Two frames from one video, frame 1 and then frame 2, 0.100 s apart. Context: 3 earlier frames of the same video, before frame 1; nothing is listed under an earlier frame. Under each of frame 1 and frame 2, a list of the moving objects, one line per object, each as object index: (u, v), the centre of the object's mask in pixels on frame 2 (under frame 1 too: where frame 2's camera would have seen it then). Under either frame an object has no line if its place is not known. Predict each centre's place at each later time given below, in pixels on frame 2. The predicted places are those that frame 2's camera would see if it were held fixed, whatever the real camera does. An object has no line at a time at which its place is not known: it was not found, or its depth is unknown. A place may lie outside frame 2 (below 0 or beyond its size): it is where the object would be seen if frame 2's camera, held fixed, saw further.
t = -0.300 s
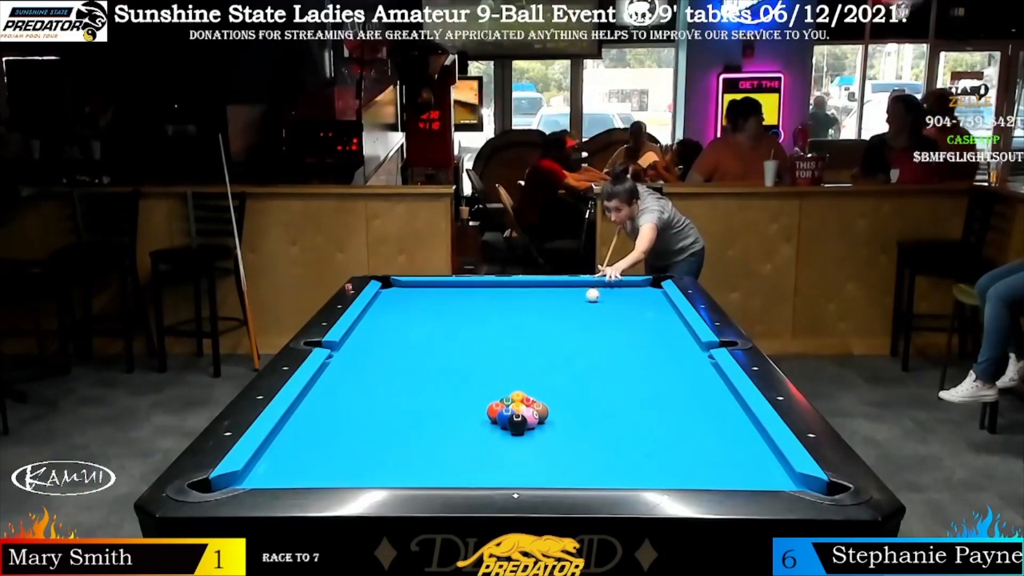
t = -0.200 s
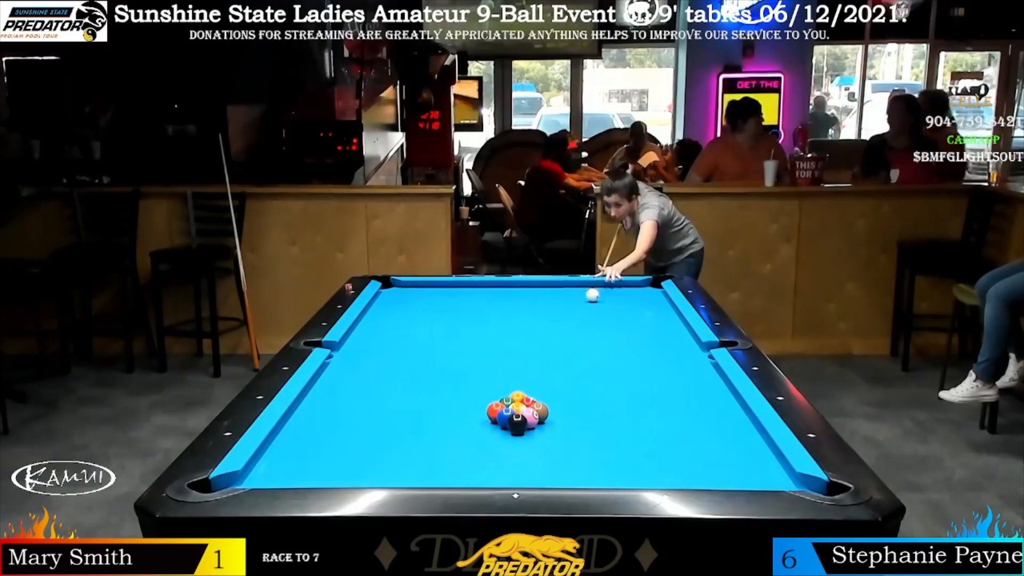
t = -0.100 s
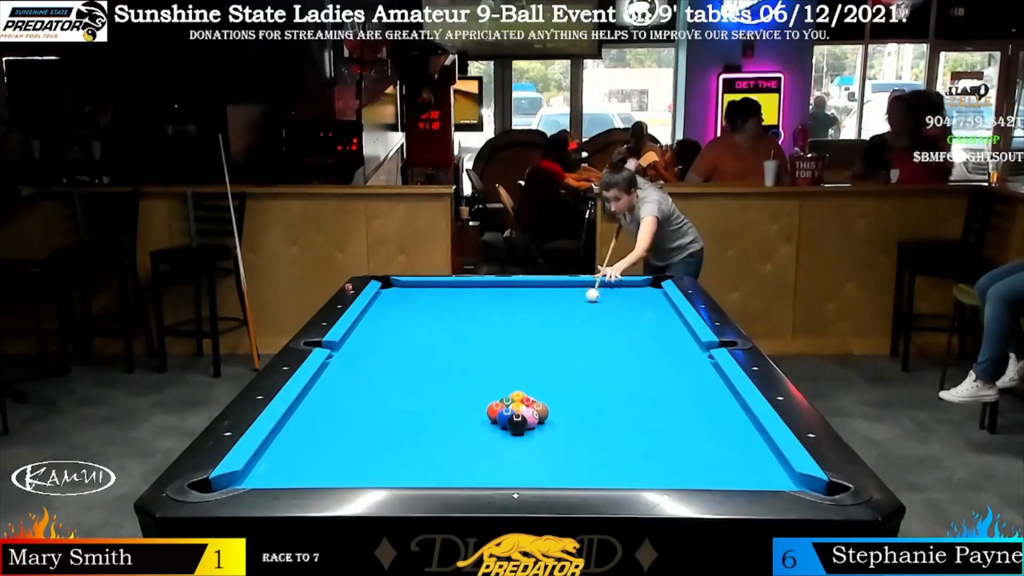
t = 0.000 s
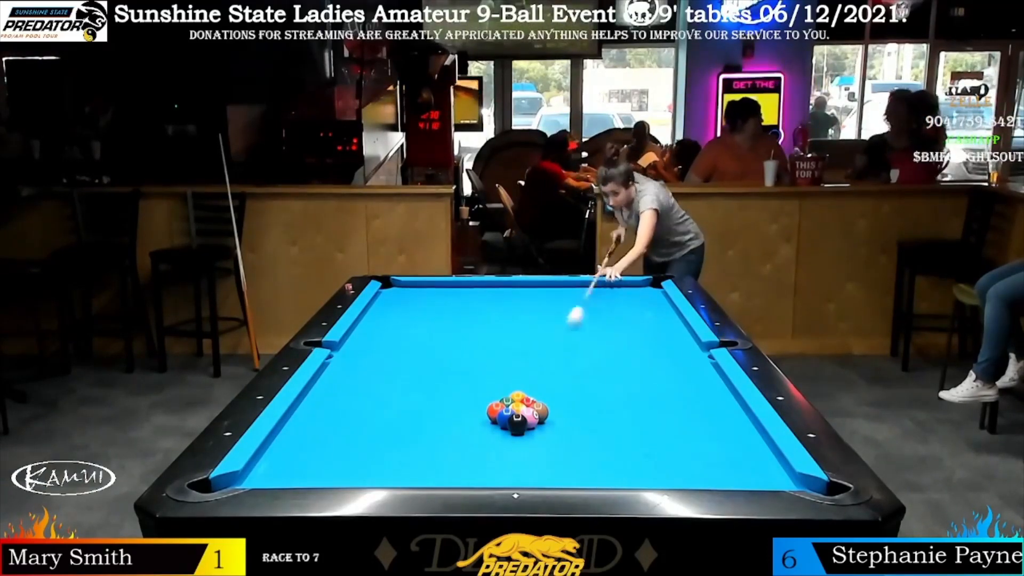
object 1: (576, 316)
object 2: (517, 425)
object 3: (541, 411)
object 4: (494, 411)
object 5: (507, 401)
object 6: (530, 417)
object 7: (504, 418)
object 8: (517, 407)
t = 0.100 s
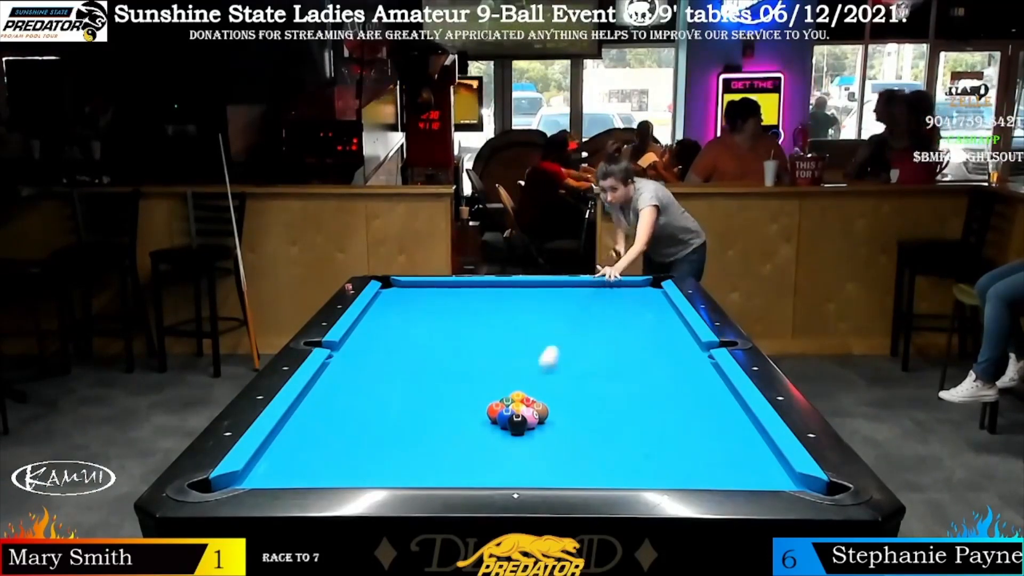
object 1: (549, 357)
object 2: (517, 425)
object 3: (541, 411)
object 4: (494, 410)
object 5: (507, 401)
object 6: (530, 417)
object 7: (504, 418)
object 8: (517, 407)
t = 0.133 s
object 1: (538, 374)
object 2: (517, 425)
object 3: (541, 411)
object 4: (494, 411)
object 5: (507, 401)
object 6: (530, 417)
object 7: (504, 418)
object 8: (517, 407)
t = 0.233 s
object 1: (545, 393)
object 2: (535, 440)
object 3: (576, 420)
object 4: (417, 427)
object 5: (499, 404)
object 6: (527, 421)
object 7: (503, 421)
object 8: (516, 413)
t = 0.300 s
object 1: (565, 394)
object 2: (555, 456)
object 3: (613, 426)
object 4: (332, 442)
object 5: (492, 405)
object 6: (527, 424)
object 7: (500, 423)
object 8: (515, 416)
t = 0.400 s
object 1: (591, 394)
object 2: (583, 475)
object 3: (663, 435)
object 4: (297, 458)
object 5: (482, 406)
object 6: (527, 429)
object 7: (495, 427)
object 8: (514, 420)
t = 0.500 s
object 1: (613, 396)
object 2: (599, 468)
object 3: (716, 445)
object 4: (369, 467)
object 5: (472, 406)
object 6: (527, 434)
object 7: (491, 430)
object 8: (512, 424)
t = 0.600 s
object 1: (635, 397)
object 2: (612, 455)
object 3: (770, 455)
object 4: (438, 473)
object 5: (462, 405)
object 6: (526, 439)
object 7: (486, 433)
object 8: (511, 428)
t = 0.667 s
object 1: (650, 398)
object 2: (620, 446)
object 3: (751, 459)
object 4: (484, 474)
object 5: (456, 405)
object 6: (526, 442)
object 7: (483, 435)
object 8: (510, 431)
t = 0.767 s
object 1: (672, 399)
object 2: (632, 434)
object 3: (722, 463)
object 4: (547, 470)
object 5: (447, 405)
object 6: (525, 447)
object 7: (478, 439)
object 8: (509, 435)
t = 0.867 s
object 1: (694, 401)
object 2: (642, 423)
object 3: (692, 467)
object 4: (609, 467)
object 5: (438, 405)
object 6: (525, 452)
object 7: (473, 442)
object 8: (508, 439)
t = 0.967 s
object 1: (716, 402)
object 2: (652, 413)
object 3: (676, 472)
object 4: (656, 459)
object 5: (429, 404)
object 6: (524, 457)
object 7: (468, 445)
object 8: (507, 442)
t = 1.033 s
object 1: (730, 403)
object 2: (659, 406)
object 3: (680, 477)
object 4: (669, 450)
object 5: (424, 404)
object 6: (524, 461)
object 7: (465, 447)
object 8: (506, 445)
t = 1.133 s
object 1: (727, 403)
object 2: (668, 398)
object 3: (670, 472)
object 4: (693, 438)
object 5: (415, 403)
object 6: (523, 466)
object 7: (461, 450)
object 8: (504, 448)
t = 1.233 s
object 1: (714, 402)
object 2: (676, 389)
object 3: (660, 466)
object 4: (714, 427)
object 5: (407, 403)
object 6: (523, 470)
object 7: (456, 453)
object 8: (502, 451)
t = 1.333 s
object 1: (702, 401)
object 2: (684, 381)
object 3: (651, 458)
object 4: (734, 417)
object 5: (400, 403)
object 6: (522, 472)
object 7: (452, 456)
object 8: (502, 455)
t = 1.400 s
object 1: (694, 400)
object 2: (689, 376)
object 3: (645, 453)
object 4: (737, 410)
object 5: (395, 402)
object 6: (522, 474)
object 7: (449, 458)
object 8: (501, 457)
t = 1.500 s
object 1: (682, 399)
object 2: (696, 369)
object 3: (637, 446)
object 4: (712, 398)
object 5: (388, 402)
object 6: (521, 474)
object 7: (444, 460)
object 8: (500, 460)
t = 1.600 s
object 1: (670, 399)
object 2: (703, 362)
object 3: (629, 439)
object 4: (691, 387)
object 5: (381, 402)
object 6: (521, 472)
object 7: (440, 463)
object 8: (499, 464)
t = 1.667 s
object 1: (663, 398)
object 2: (703, 358)
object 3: (624, 435)
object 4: (678, 381)
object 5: (376, 402)
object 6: (520, 471)
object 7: (437, 465)
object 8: (498, 466)
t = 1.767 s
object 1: (653, 397)
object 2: (694, 353)
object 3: (616, 429)
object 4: (660, 371)
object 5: (370, 402)
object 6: (520, 469)
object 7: (433, 467)
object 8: (497, 468)
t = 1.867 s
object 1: (642, 396)
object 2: (686, 349)
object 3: (609, 423)
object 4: (642, 363)
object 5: (364, 401)
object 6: (522, 468)
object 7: (429, 469)
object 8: (493, 469)
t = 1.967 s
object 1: (633, 396)
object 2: (678, 344)
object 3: (603, 418)
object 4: (626, 355)
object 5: (358, 401)
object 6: (524, 466)
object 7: (426, 470)
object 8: (489, 471)
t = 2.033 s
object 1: (626, 395)
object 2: (673, 341)
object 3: (599, 414)
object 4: (616, 350)
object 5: (354, 401)
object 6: (526, 465)
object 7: (423, 471)
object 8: (487, 471)
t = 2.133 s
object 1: (617, 394)
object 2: (665, 337)
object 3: (592, 409)
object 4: (602, 343)
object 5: (348, 401)
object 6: (527, 463)
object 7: (420, 472)
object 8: (483, 473)
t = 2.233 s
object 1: (609, 394)
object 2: (658, 333)
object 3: (587, 404)
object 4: (588, 337)
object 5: (343, 401)
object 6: (529, 461)
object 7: (416, 473)
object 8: (480, 474)
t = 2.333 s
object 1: (600, 393)
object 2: (651, 330)
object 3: (581, 400)
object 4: (576, 330)
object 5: (338, 401)
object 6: (531, 460)
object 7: (413, 474)
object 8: (477, 475)
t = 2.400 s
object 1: (595, 392)
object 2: (647, 328)
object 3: (578, 397)
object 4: (567, 327)
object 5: (335, 401)
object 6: (532, 459)
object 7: (411, 475)
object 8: (475, 475)
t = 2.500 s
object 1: (590, 391)
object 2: (640, 324)
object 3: (569, 393)
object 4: (556, 321)
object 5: (330, 401)
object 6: (533, 457)
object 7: (409, 475)
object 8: (473, 474)
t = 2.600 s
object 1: (587, 389)
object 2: (634, 321)
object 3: (561, 388)
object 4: (545, 315)
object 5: (326, 401)
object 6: (535, 456)
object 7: (408, 474)
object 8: (472, 473)
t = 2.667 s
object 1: (585, 388)
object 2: (630, 319)
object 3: (554, 386)
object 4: (538, 313)
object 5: (324, 401)
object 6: (535, 456)
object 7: (408, 474)
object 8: (471, 473)
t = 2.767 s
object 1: (582, 386)
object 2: (625, 316)
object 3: (544, 386)
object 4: (528, 308)
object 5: (320, 401)
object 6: (537, 455)
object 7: (407, 474)
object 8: (470, 473)
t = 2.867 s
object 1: (580, 385)
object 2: (620, 313)
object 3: (536, 385)
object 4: (519, 303)
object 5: (316, 400)
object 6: (538, 454)
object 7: (405, 473)
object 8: (469, 473)
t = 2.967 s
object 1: (578, 383)
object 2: (614, 311)
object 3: (527, 382)
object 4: (510, 299)
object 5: (313, 400)
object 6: (539, 453)
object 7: (405, 473)
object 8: (469, 472)
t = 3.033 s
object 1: (576, 382)
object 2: (611, 309)
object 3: (522, 381)
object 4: (505, 296)
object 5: (311, 400)
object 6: (539, 453)
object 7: (404, 473)
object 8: (468, 472)
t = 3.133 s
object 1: (574, 381)
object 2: (606, 306)
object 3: (515, 379)
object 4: (497, 292)
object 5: (308, 400)
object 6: (540, 452)
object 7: (403, 473)
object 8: (467, 472)
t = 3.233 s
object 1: (571, 380)
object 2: (601, 304)
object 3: (507, 377)
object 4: (488, 288)
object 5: (306, 400)
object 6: (540, 452)
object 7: (403, 472)
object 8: (467, 472)
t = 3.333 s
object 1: (569, 379)
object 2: (597, 302)
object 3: (500, 375)
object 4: (481, 284)
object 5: (307, 400)
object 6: (540, 452)
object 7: (403, 472)
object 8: (466, 472)
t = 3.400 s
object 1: (568, 378)
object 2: (594, 300)
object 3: (496, 374)
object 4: (476, 283)
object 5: (308, 399)
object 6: (540, 451)
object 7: (403, 472)
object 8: (466, 471)
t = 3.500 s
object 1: (566, 377)
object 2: (589, 298)
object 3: (489, 372)
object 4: (466, 286)
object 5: (308, 399)
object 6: (540, 451)
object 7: (403, 472)
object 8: (466, 471)
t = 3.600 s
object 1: (565, 376)
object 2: (585, 296)
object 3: (483, 370)
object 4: (456, 288)
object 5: (309, 399)
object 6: (540, 451)
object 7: (404, 472)
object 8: (466, 471)
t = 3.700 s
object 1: (563, 375)
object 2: (581, 294)
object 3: (476, 368)
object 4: (446, 290)
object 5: (309, 399)
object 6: (540, 451)
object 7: (404, 472)
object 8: (466, 472)
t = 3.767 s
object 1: (562, 374)
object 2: (579, 293)
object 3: (473, 367)
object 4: (439, 292)
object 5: (309, 399)
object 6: (540, 451)
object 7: (404, 472)
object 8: (466, 472)
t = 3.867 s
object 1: (560, 374)
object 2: (575, 291)
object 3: (467, 366)
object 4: (429, 294)
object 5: (309, 399)
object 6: (540, 451)
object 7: (404, 472)
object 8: (466, 472)
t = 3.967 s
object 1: (560, 373)
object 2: (572, 289)
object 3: (461, 364)
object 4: (419, 297)
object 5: (309, 399)
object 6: (540, 451)
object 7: (404, 472)
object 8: (466, 472)
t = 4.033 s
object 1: (559, 373)
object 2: (569, 288)
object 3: (457, 363)
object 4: (412, 298)
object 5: (309, 399)
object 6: (540, 451)
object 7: (404, 472)
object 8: (466, 472)
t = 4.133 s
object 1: (558, 372)
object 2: (566, 287)
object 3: (452, 362)
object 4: (401, 301)
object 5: (309, 399)
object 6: (540, 451)
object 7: (404, 472)
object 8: (466, 472)
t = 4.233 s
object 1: (557, 371)
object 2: (563, 285)
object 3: (447, 361)
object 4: (390, 303)
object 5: (309, 399)
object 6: (540, 451)
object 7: (404, 472)
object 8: (466, 472)
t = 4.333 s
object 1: (557, 371)
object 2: (560, 284)
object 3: (443, 359)
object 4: (379, 306)
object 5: (309, 399)
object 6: (540, 451)
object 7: (404, 472)
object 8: (466, 472)
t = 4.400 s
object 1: (556, 371)
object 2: (559, 284)
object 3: (440, 358)
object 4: (372, 308)
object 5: (309, 399)
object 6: (540, 451)
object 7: (404, 472)
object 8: (466, 472)
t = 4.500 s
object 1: (556, 370)
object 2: (557, 285)
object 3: (435, 357)
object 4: (375, 309)
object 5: (309, 399)
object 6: (540, 451)
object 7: (404, 472)
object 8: (466, 472)
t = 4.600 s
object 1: (556, 370)
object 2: (555, 286)
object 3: (431, 356)
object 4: (379, 312)
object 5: (309, 399)
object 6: (540, 451)
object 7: (404, 472)
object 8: (466, 472)
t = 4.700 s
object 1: (555, 370)
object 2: (553, 287)
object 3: (427, 355)
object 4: (383, 314)
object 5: (309, 399)
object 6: (540, 451)
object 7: (404, 472)
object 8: (466, 472)
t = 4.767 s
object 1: (555, 370)
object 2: (552, 288)
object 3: (425, 355)
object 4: (386, 315)
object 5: (309, 399)
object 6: (540, 451)
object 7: (404, 472)
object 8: (466, 472)
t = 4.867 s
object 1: (556, 370)
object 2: (551, 289)
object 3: (421, 354)
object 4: (390, 317)
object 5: (309, 399)
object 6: (540, 451)
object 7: (404, 472)
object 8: (466, 472)
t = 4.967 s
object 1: (556, 370)
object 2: (549, 289)
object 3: (418, 353)
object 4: (394, 318)
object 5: (309, 399)
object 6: (540, 451)
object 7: (404, 472)
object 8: (466, 472)
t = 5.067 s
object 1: (556, 370)
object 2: (547, 291)
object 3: (414, 352)
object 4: (398, 321)
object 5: (309, 399)
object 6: (540, 451)
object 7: (404, 472)
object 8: (466, 472)
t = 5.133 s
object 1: (556, 370)
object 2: (546, 291)
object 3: (412, 351)
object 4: (401, 322)
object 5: (309, 399)
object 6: (540, 451)
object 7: (404, 472)
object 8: (466, 472)
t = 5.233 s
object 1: (556, 370)
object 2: (545, 292)
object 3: (409, 350)
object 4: (405, 324)
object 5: (309, 399)
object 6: (540, 451)
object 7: (404, 472)
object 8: (466, 472)
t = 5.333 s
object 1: (556, 370)
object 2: (543, 293)
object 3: (407, 350)
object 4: (409, 326)
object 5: (309, 399)
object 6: (540, 451)
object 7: (404, 472)
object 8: (466, 472)
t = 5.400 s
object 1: (556, 370)
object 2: (542, 294)
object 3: (405, 349)
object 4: (412, 327)
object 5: (309, 399)
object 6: (540, 451)
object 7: (404, 472)
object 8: (466, 472)
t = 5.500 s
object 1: (556, 370)
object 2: (541, 295)
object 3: (402, 349)
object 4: (416, 329)
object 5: (309, 399)
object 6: (540, 451)
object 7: (404, 472)
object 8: (466, 472)
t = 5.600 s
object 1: (556, 370)
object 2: (540, 295)
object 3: (400, 348)
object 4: (420, 330)
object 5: (309, 399)
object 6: (540, 451)
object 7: (404, 472)
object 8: (466, 472)
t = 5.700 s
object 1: (556, 370)
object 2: (538, 296)
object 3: (397, 348)
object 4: (424, 332)
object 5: (309, 399)
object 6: (540, 451)
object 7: (404, 472)
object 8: (466, 472)
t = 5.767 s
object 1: (556, 370)
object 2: (537, 296)
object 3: (396, 347)
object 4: (426, 333)
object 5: (309, 399)
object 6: (540, 451)
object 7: (404, 472)
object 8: (466, 472)
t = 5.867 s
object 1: (556, 370)
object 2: (536, 297)
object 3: (394, 347)
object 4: (430, 335)
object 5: (309, 399)
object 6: (540, 451)
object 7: (404, 472)
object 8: (466, 472)
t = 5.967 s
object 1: (556, 370)
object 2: (535, 298)
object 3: (392, 346)
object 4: (434, 337)
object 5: (309, 399)
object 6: (540, 451)
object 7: (404, 472)
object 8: (466, 472)
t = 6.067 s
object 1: (556, 370)
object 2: (534, 298)
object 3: (391, 346)
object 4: (438, 339)
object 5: (309, 399)
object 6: (540, 451)
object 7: (404, 472)
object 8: (466, 472)
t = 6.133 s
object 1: (556, 370)
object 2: (533, 299)
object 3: (390, 346)
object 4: (441, 339)
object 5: (310, 399)
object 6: (540, 451)
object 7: (404, 472)
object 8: (466, 472)
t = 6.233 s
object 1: (556, 370)
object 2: (532, 299)
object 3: (388, 345)
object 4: (445, 341)
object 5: (309, 399)
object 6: (540, 451)
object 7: (404, 472)
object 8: (466, 472)
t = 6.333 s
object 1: (556, 370)
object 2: (531, 300)
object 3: (387, 345)
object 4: (448, 343)
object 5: (309, 399)
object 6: (540, 451)
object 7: (404, 472)
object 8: (466, 472)
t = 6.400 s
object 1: (556, 370)
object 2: (531, 300)
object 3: (387, 345)
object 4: (451, 344)
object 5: (309, 399)
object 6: (540, 451)
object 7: (404, 472)
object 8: (466, 472)
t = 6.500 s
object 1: (556, 370)
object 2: (530, 301)
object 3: (386, 345)
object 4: (454, 346)
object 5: (309, 399)
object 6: (540, 451)
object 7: (404, 472)
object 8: (466, 472)
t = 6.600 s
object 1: (556, 370)
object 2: (529, 301)
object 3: (385, 345)
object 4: (458, 347)
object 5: (309, 399)
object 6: (540, 451)
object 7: (404, 472)
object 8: (466, 472)
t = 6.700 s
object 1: (556, 370)
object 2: (529, 301)
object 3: (385, 344)
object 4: (461, 348)
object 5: (309, 399)
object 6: (540, 451)
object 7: (404, 472)
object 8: (466, 472)
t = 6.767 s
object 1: (556, 370)
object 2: (529, 302)
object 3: (384, 344)
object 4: (463, 349)
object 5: (309, 399)
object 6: (540, 451)
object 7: (404, 472)
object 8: (466, 472)
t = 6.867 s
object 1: (556, 370)
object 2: (528, 302)
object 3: (384, 344)
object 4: (466, 351)
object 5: (309, 399)
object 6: (540, 451)
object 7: (404, 472)
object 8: (466, 472)
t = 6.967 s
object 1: (556, 370)
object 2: (527, 302)
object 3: (384, 344)
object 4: (469, 353)
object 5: (309, 399)
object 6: (540, 451)
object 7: (404, 472)
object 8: (466, 472)
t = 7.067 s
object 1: (556, 370)
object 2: (527, 303)
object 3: (384, 344)
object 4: (473, 354)
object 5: (309, 399)
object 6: (540, 451)
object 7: (404, 472)
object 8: (466, 472)
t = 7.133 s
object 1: (556, 370)
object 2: (527, 303)
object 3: (384, 344)
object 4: (475, 355)
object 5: (309, 399)
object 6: (540, 451)
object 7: (404, 472)
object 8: (466, 471)
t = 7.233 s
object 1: (556, 370)
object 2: (526, 303)
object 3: (384, 344)
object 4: (477, 356)
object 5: (309, 399)
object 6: (540, 451)
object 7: (404, 472)
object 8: (466, 472)
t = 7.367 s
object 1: (556, 370)
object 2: (526, 303)
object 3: (384, 344)
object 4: (481, 358)
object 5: (309, 399)
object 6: (540, 451)
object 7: (404, 472)
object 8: (466, 472)
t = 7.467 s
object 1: (556, 370)
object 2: (526, 303)
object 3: (384, 344)
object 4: (483, 359)
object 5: (309, 399)
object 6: (540, 451)
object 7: (404, 472)
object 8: (466, 472)
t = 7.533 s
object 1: (556, 370)
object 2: (526, 303)
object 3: (384, 344)
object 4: (485, 360)
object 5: (309, 399)
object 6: (540, 451)
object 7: (404, 472)
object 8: (466, 472)
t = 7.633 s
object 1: (556, 370)
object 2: (525, 303)
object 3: (384, 344)
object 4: (488, 361)
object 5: (309, 399)
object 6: (540, 451)
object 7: (404, 472)
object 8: (466, 472)
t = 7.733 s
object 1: (556, 370)
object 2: (525, 303)
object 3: (384, 344)
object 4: (490, 362)
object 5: (309, 399)
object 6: (540, 451)
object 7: (404, 472)
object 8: (466, 472)
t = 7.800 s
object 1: (556, 370)
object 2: (525, 303)
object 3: (384, 344)
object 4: (492, 363)
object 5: (310, 399)
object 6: (540, 451)
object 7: (404, 472)
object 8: (466, 472)
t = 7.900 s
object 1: (556, 370)
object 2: (525, 303)
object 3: (384, 344)
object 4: (494, 364)
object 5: (310, 399)
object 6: (540, 451)
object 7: (404, 472)
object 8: (466, 472)
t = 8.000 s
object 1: (556, 370)
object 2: (525, 303)
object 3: (384, 344)
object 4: (496, 365)
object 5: (310, 399)
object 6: (540, 451)
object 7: (404, 472)
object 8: (466, 472)
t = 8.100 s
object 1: (556, 370)
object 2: (525, 303)
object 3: (384, 344)
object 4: (498, 366)
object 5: (310, 399)
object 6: (540, 451)
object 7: (404, 472)
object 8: (466, 472)
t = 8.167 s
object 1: (556, 370)
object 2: (525, 303)
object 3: (384, 344)
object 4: (499, 366)
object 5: (309, 399)
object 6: (540, 451)
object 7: (404, 472)
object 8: (466, 472)
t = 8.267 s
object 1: (556, 370)
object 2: (525, 303)
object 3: (384, 344)
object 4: (501, 367)
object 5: (309, 399)
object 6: (540, 451)
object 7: (404, 472)
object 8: (466, 472)
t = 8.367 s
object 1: (556, 370)
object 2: (525, 303)
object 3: (384, 344)
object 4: (503, 368)
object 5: (310, 399)
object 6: (540, 451)
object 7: (404, 472)
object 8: (466, 472)
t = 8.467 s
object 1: (556, 370)
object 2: (525, 303)
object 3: (384, 344)
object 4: (504, 368)
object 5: (310, 399)
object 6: (540, 451)
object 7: (404, 472)
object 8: (466, 472)
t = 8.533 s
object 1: (556, 370)
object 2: (525, 303)
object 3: (384, 344)
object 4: (505, 369)
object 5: (310, 399)
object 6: (540, 451)
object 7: (404, 472)
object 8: (466, 472)
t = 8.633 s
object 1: (556, 370)
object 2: (525, 303)
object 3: (384, 344)
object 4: (507, 369)
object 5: (309, 399)
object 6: (540, 451)
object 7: (404, 472)
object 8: (466, 472)
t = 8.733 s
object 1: (556, 370)
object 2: (525, 303)
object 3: (385, 344)
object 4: (508, 370)
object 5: (309, 399)
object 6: (540, 451)
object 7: (404, 472)
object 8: (466, 472)
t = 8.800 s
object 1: (556, 370)
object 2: (525, 303)
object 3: (384, 344)
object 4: (509, 370)
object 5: (310, 399)
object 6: (540, 451)
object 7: (404, 472)
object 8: (466, 472)
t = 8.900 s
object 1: (556, 370)
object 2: (525, 303)
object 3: (384, 344)
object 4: (510, 370)
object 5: (310, 399)
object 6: (540, 451)
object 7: (404, 472)
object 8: (466, 472)
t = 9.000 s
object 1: (556, 370)
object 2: (525, 303)
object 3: (384, 344)
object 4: (511, 371)
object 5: (310, 399)
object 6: (540, 451)
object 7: (404, 472)
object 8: (466, 472)
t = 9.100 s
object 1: (556, 370)
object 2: (525, 303)
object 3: (384, 344)
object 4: (512, 371)
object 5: (310, 399)
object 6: (540, 451)
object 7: (404, 472)
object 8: (466, 472)
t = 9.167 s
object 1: (556, 370)
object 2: (525, 303)
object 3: (384, 344)
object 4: (512, 371)
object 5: (310, 399)
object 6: (540, 451)
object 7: (404, 472)
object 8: (466, 472)
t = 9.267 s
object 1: (556, 370)
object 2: (525, 303)
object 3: (384, 344)
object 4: (512, 371)
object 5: (310, 399)
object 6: (540, 451)
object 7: (404, 472)
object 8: (466, 472)
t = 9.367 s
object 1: (556, 370)
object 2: (525, 303)
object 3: (384, 344)
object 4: (512, 371)
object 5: (310, 399)
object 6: (540, 451)
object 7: (404, 472)
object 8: (466, 472)
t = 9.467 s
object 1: (556, 370)
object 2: (525, 303)
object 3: (385, 344)
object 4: (512, 371)
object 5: (310, 399)
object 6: (540, 451)
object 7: (404, 472)
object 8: (466, 472)
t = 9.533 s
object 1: (556, 370)
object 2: (525, 303)
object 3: (384, 344)
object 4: (512, 371)
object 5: (310, 399)
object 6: (540, 451)
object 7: (404, 472)
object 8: (466, 472)
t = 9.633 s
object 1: (556, 370)
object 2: (525, 303)
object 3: (385, 344)
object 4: (512, 371)
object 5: (310, 399)
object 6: (540, 451)
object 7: (404, 472)
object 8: (466, 472)
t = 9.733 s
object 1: (556, 370)
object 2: (525, 303)
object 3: (385, 344)
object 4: (512, 371)
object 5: (310, 399)
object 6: (540, 451)
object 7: (404, 472)
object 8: (466, 472)
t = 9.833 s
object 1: (556, 370)
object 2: (525, 303)
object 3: (384, 344)
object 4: (512, 371)
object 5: (310, 399)
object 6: (540, 451)
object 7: (404, 472)
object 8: (466, 472)
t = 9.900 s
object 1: (556, 370)
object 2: (525, 303)
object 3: (384, 344)
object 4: (512, 371)
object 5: (310, 399)
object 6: (540, 451)
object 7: (404, 472)
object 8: (466, 472)
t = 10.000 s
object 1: (556, 370)
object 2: (525, 303)
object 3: (385, 344)
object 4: (512, 371)
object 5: (310, 399)
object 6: (540, 451)
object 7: (404, 472)
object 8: (466, 472)
